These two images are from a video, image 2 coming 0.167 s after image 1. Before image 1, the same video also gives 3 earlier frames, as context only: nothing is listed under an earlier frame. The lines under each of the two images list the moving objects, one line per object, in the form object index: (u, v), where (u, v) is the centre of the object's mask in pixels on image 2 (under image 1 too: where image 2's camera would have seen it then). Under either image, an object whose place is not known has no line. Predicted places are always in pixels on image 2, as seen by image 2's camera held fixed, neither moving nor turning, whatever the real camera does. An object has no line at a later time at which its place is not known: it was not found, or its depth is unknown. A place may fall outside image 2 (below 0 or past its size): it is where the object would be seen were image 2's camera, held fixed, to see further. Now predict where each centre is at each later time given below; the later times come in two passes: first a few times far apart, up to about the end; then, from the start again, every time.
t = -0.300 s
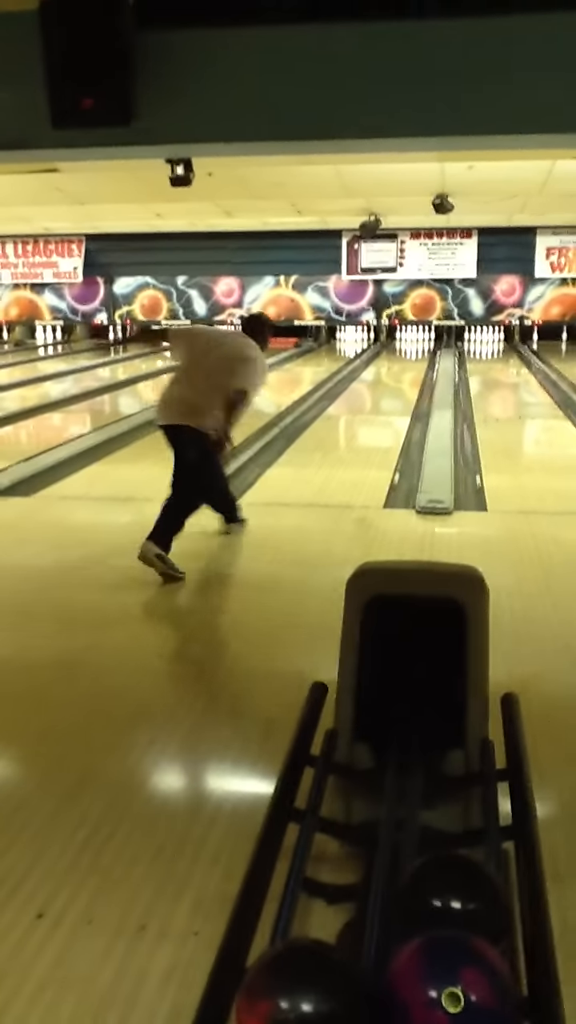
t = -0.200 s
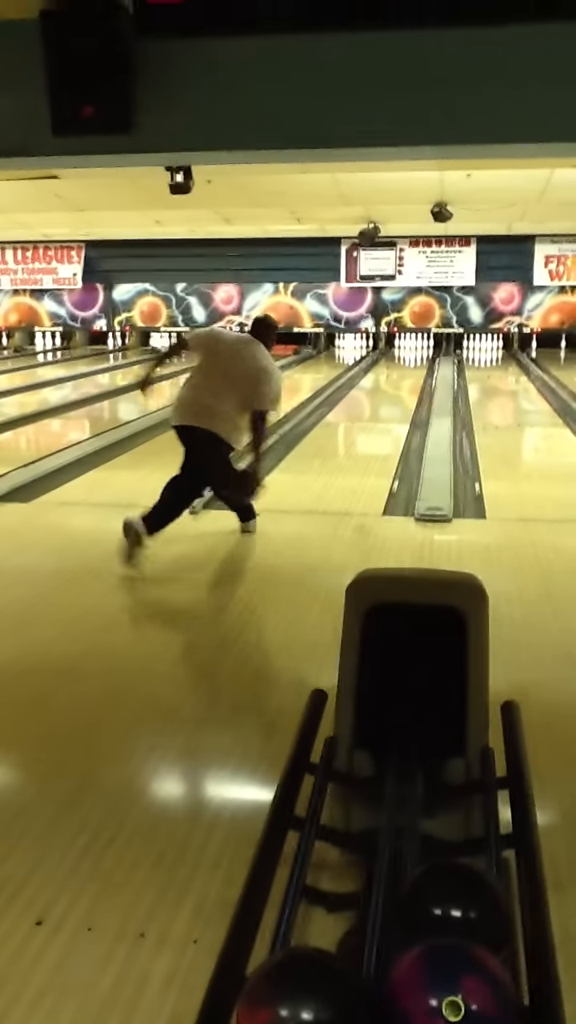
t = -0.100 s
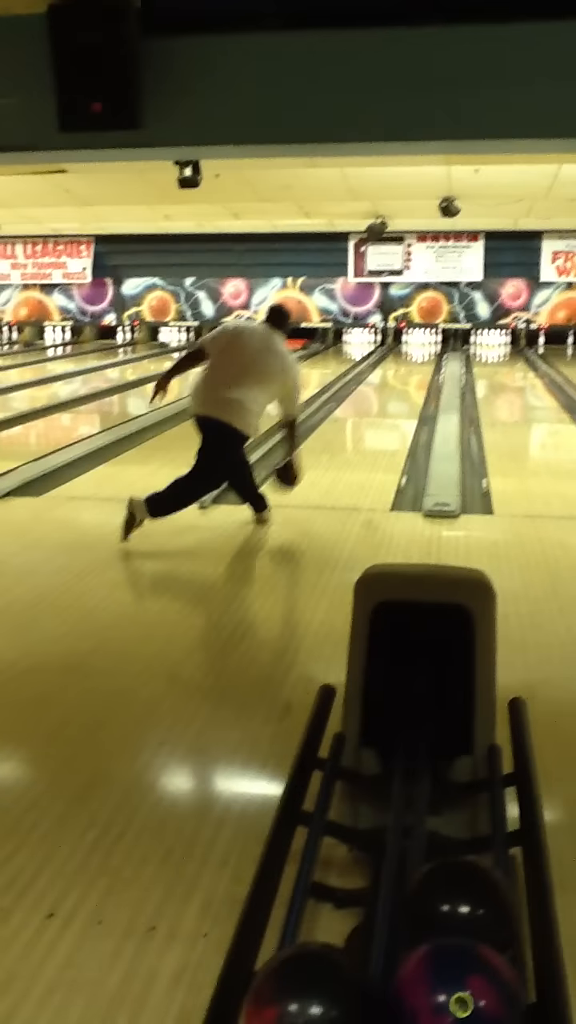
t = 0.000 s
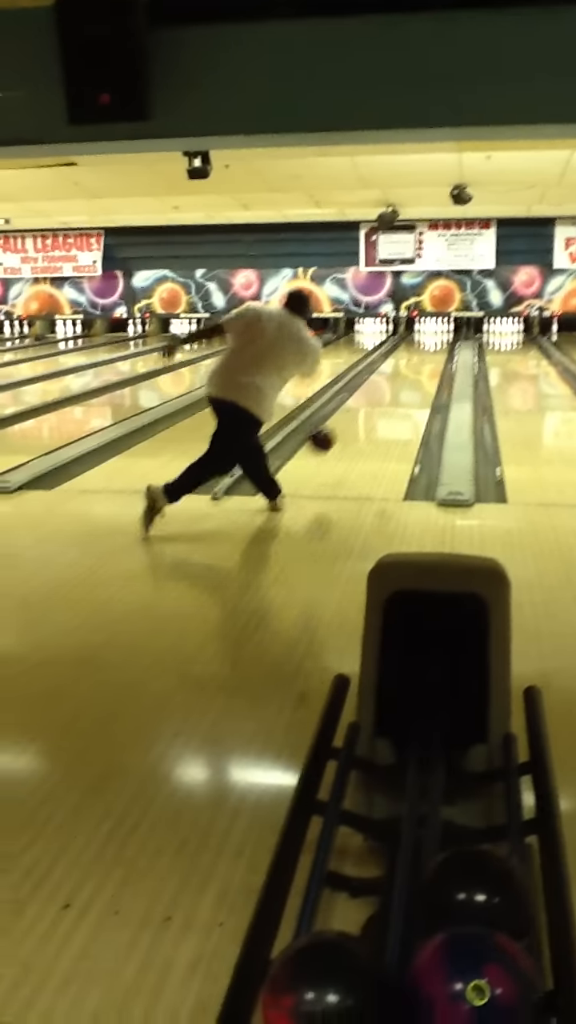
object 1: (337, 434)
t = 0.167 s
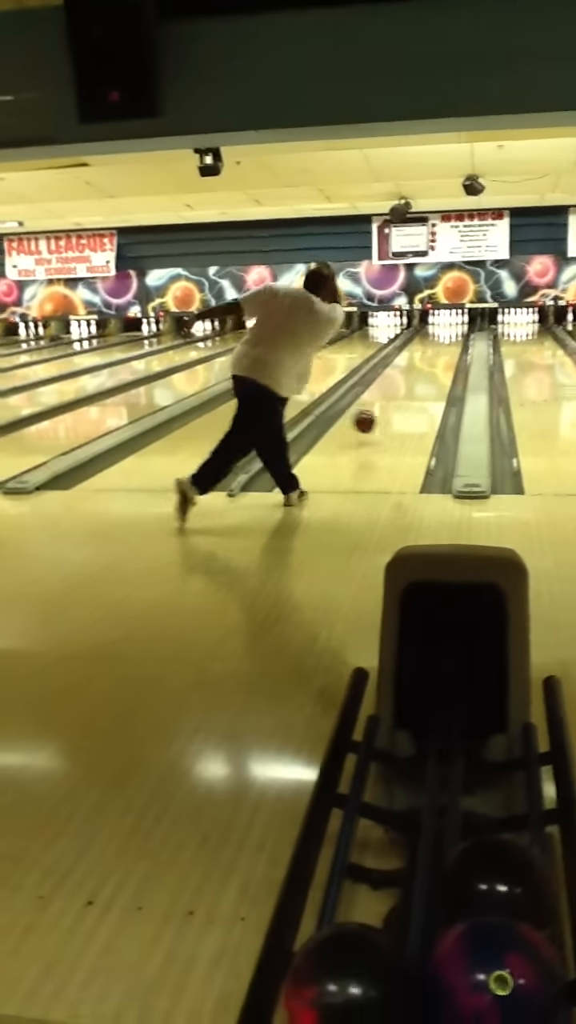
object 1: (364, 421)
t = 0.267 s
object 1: (378, 416)
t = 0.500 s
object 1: (401, 392)
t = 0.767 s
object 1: (419, 372)
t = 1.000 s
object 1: (430, 359)
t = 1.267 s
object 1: (440, 347)
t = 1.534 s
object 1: (447, 338)
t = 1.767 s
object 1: (451, 332)
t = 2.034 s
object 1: (452, 326)
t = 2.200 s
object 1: (450, 323)
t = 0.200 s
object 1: (369, 422)
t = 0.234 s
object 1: (373, 423)
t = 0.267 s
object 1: (378, 416)
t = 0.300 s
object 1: (382, 413)
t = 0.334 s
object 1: (385, 409)
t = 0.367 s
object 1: (389, 406)
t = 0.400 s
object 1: (392, 402)
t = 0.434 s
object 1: (395, 399)
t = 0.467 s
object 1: (398, 396)
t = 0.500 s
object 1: (401, 392)
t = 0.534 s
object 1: (403, 390)
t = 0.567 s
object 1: (406, 387)
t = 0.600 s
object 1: (409, 384)
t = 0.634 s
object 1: (411, 381)
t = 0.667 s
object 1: (413, 379)
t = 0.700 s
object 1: (415, 376)
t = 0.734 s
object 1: (417, 374)
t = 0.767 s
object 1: (419, 372)
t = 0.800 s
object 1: (421, 370)
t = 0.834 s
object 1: (423, 368)
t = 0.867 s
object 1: (424, 365)
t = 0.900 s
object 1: (426, 364)
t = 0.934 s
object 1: (428, 362)
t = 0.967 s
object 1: (429, 360)
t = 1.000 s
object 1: (430, 359)
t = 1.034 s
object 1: (432, 357)
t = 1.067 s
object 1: (433, 355)
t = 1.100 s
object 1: (434, 353)
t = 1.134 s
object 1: (436, 352)
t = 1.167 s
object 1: (437, 351)
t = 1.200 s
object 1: (438, 349)
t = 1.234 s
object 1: (439, 348)
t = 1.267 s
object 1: (440, 347)
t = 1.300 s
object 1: (441, 345)
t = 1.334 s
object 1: (442, 344)
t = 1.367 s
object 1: (443, 343)
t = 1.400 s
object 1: (444, 342)
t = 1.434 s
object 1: (444, 341)
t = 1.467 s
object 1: (445, 340)
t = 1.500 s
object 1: (446, 338)
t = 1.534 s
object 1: (447, 338)
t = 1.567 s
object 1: (447, 337)
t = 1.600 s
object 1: (447, 336)
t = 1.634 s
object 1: (448, 335)
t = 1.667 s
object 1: (449, 335)
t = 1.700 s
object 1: (449, 334)
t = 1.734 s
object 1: (450, 332)
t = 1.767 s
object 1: (451, 332)
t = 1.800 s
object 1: (452, 331)
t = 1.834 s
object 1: (452, 330)
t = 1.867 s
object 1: (452, 329)
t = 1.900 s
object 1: (452, 329)
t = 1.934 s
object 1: (451, 328)
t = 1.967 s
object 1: (451, 327)
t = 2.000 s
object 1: (452, 326)
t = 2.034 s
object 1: (452, 326)
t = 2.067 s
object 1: (452, 325)
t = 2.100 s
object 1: (451, 324)
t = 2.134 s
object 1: (451, 322)
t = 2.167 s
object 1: (450, 323)
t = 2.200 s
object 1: (450, 323)
